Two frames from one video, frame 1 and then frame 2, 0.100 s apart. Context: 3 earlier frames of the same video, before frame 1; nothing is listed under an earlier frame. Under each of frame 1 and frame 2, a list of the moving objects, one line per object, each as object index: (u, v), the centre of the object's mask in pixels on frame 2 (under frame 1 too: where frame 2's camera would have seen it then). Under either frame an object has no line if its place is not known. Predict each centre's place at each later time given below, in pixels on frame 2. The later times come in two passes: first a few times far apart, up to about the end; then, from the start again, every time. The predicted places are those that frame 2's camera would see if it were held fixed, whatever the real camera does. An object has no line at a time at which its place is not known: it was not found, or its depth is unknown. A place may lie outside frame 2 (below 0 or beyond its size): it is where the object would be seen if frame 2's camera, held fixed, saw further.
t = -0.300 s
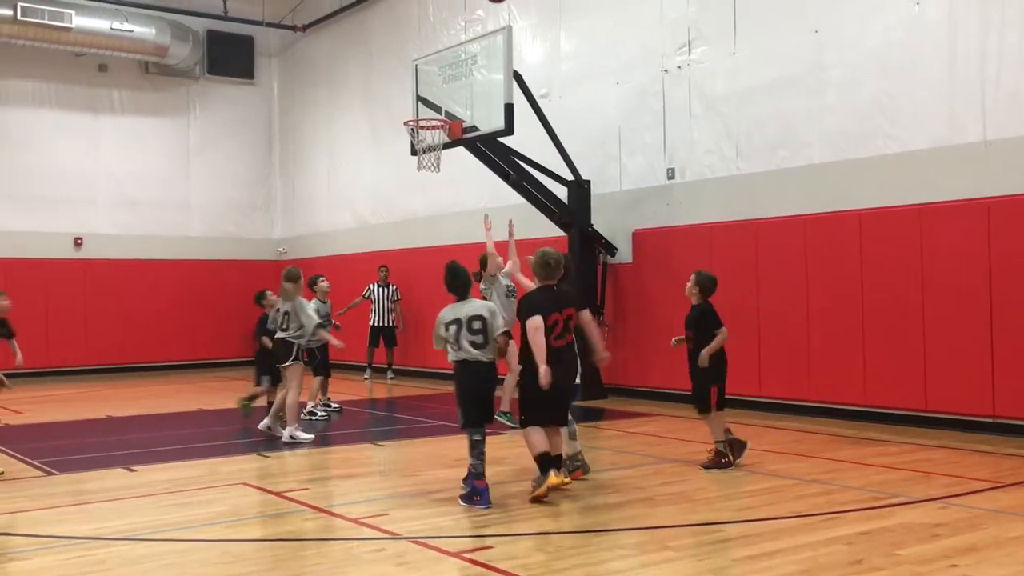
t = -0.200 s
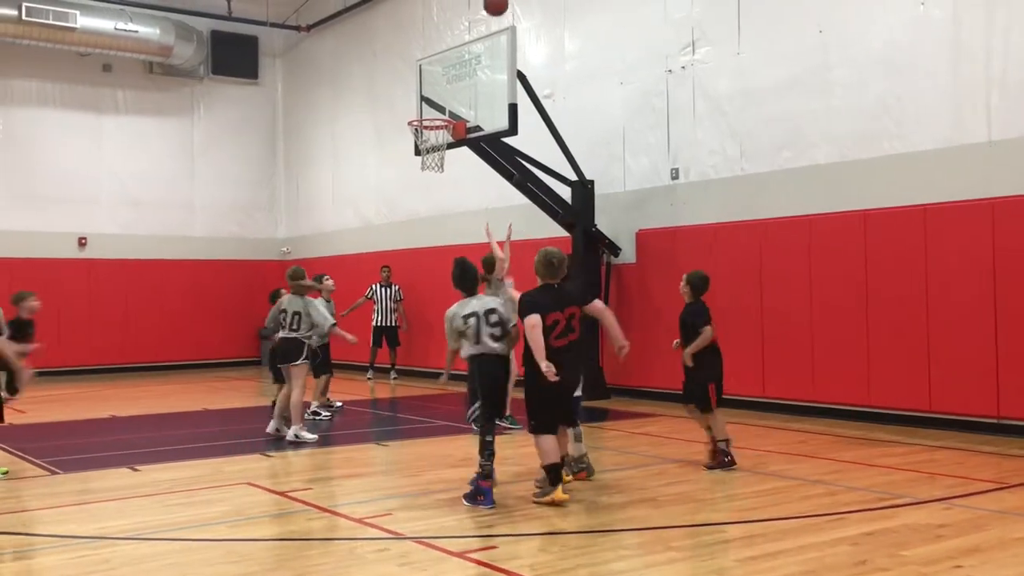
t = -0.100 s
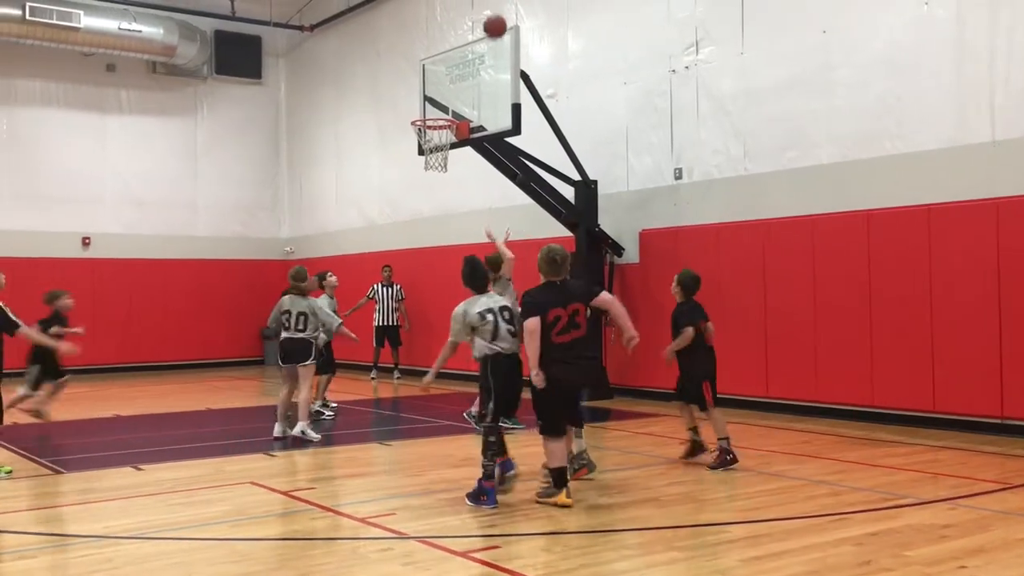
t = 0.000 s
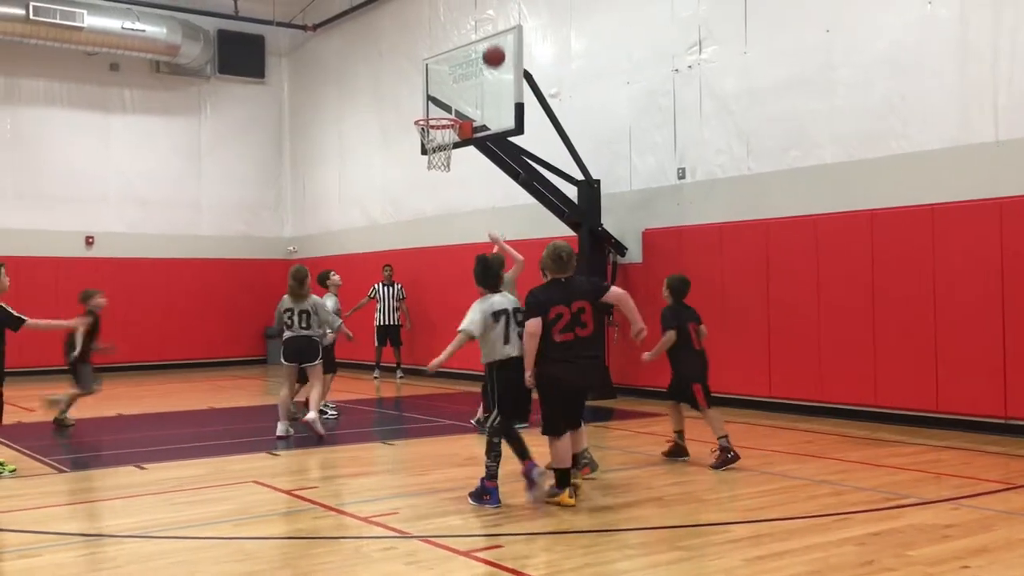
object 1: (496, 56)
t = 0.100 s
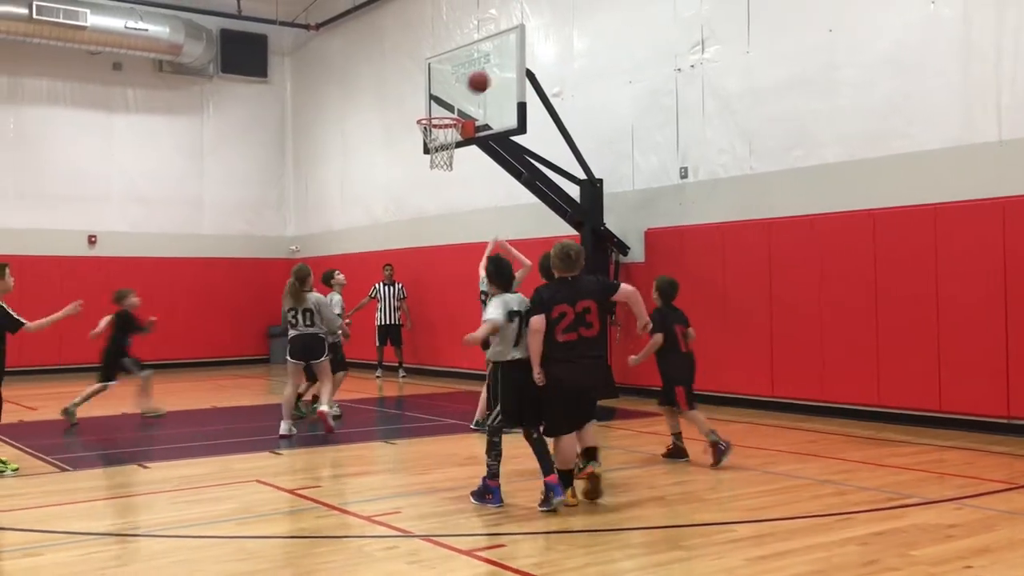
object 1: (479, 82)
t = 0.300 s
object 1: (433, 86)
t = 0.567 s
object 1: (387, 71)
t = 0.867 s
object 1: (332, 138)
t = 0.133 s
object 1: (469, 90)
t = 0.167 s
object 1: (460, 99)
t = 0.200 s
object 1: (451, 106)
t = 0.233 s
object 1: (445, 100)
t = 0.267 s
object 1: (440, 92)
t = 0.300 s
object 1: (433, 86)
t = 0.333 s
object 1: (427, 81)
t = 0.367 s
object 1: (422, 76)
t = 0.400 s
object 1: (416, 72)
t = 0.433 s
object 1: (410, 70)
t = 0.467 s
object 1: (404, 68)
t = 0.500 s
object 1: (399, 68)
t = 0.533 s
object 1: (393, 69)
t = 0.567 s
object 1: (387, 71)
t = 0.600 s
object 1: (381, 74)
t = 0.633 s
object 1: (375, 78)
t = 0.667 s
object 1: (369, 84)
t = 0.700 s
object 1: (363, 90)
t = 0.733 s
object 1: (357, 97)
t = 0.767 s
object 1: (350, 106)
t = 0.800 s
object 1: (344, 115)
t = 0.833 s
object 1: (339, 126)
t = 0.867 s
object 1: (332, 138)
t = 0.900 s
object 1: (326, 151)
